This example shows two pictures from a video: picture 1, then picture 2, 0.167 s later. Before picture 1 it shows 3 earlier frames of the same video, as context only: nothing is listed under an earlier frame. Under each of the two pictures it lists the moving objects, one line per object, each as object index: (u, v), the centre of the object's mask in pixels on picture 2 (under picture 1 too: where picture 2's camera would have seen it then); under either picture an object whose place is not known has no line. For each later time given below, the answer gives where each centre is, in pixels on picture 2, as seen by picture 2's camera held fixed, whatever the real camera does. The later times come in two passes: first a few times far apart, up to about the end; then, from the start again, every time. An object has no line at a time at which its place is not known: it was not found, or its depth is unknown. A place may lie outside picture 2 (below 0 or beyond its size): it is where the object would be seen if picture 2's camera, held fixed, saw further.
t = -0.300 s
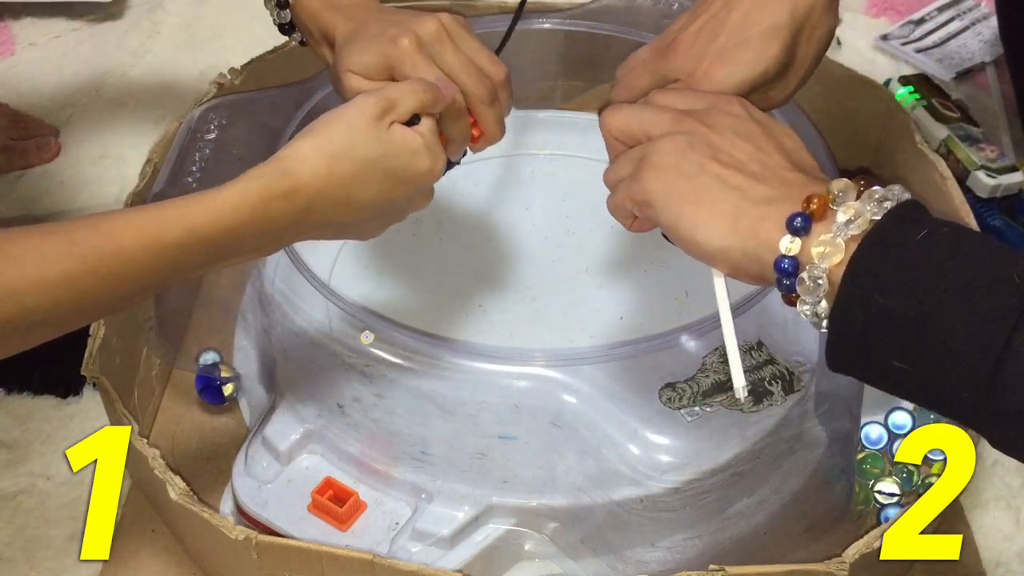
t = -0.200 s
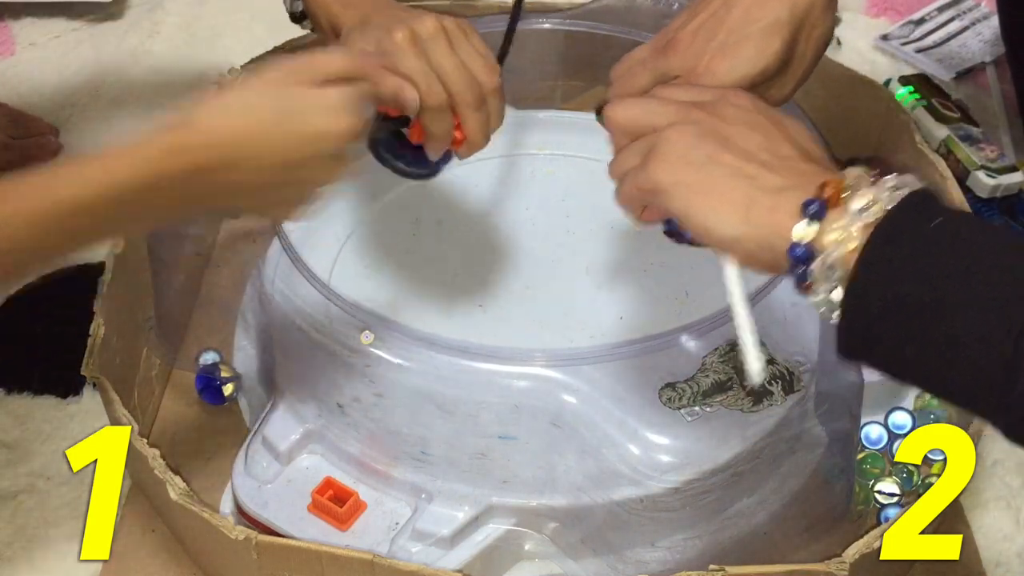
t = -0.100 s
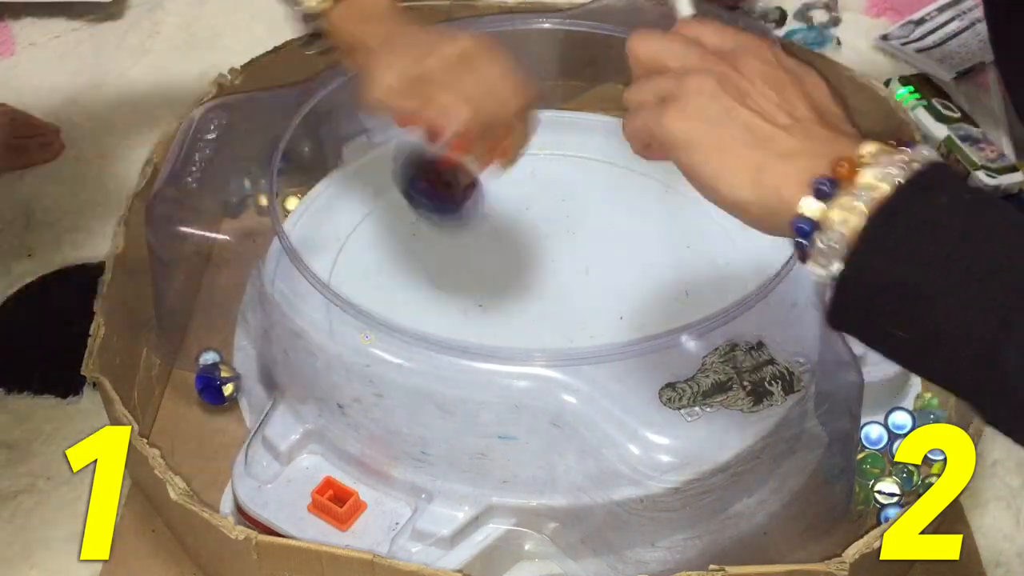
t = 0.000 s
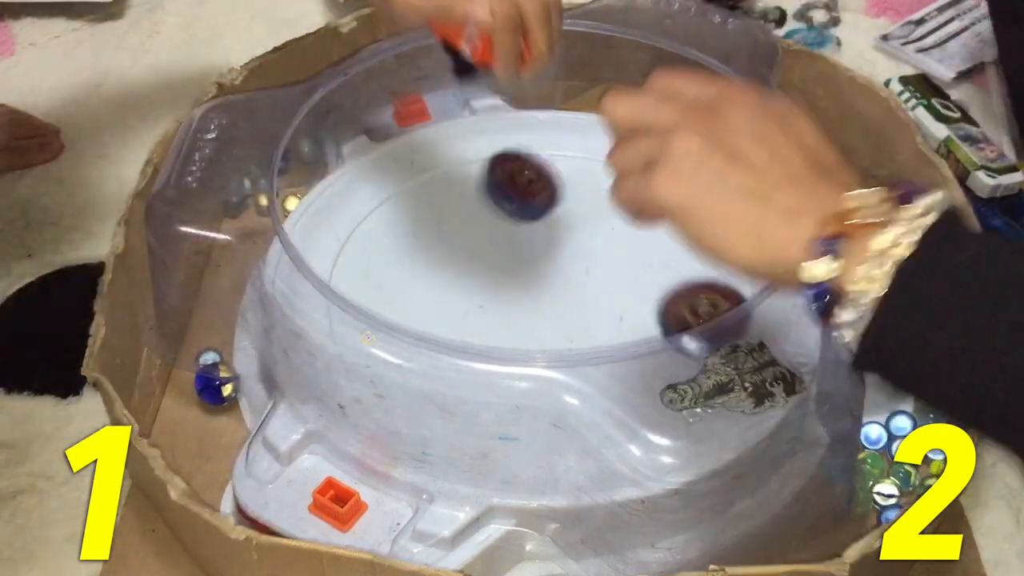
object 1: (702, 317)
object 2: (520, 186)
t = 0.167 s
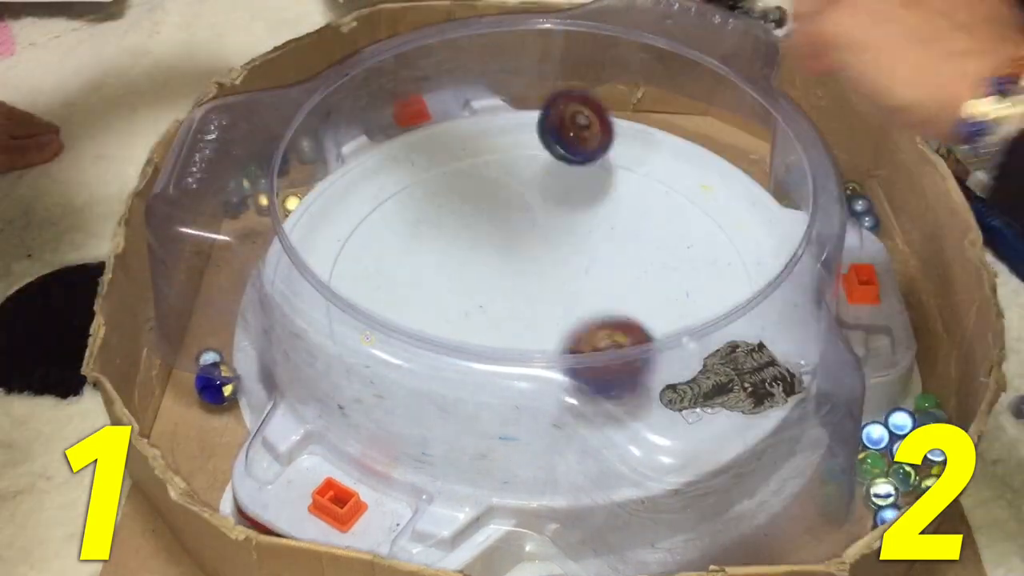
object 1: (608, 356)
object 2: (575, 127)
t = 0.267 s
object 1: (533, 338)
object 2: (565, 116)
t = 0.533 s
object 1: (464, 262)
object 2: (542, 109)
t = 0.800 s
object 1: (512, 314)
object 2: (639, 80)
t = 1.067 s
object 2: (660, 113)
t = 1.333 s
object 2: (662, 113)
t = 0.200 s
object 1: (582, 340)
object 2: (575, 136)
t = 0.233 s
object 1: (557, 337)
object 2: (572, 127)
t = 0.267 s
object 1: (533, 338)
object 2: (565, 116)
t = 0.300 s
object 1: (517, 319)
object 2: (558, 116)
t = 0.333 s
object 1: (503, 307)
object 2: (549, 128)
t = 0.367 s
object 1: (489, 306)
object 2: (544, 109)
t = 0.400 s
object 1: (479, 292)
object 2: (540, 103)
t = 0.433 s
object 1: (471, 286)
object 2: (536, 102)
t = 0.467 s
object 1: (466, 274)
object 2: (536, 98)
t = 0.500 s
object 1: (462, 272)
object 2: (537, 110)
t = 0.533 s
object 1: (464, 262)
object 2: (542, 109)
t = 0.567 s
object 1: (468, 257)
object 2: (550, 109)
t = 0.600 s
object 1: (473, 265)
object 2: (560, 104)
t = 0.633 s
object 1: (479, 275)
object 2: (571, 96)
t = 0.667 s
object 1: (485, 277)
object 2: (578, 92)
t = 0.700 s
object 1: (492, 287)
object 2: (588, 89)
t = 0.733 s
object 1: (497, 292)
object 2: (602, 82)
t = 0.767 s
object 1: (504, 303)
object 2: (620, 79)
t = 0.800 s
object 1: (512, 314)
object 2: (639, 80)
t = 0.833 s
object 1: (519, 323)
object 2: (646, 91)
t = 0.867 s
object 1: (530, 334)
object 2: (647, 101)
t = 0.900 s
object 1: (542, 339)
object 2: (645, 106)
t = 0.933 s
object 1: (552, 350)
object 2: (645, 104)
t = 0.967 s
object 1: (562, 355)
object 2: (645, 108)
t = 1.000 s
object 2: (647, 108)
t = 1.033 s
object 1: (583, 355)
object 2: (652, 110)
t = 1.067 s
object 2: (660, 113)
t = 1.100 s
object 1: (597, 340)
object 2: (667, 115)
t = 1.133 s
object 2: (673, 117)
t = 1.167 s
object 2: (675, 118)
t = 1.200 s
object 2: (674, 117)
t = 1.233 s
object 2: (673, 116)
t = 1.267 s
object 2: (670, 115)
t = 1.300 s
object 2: (667, 114)
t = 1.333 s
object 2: (662, 113)
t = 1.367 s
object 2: (655, 111)
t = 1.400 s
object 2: (648, 108)
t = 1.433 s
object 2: (641, 105)
